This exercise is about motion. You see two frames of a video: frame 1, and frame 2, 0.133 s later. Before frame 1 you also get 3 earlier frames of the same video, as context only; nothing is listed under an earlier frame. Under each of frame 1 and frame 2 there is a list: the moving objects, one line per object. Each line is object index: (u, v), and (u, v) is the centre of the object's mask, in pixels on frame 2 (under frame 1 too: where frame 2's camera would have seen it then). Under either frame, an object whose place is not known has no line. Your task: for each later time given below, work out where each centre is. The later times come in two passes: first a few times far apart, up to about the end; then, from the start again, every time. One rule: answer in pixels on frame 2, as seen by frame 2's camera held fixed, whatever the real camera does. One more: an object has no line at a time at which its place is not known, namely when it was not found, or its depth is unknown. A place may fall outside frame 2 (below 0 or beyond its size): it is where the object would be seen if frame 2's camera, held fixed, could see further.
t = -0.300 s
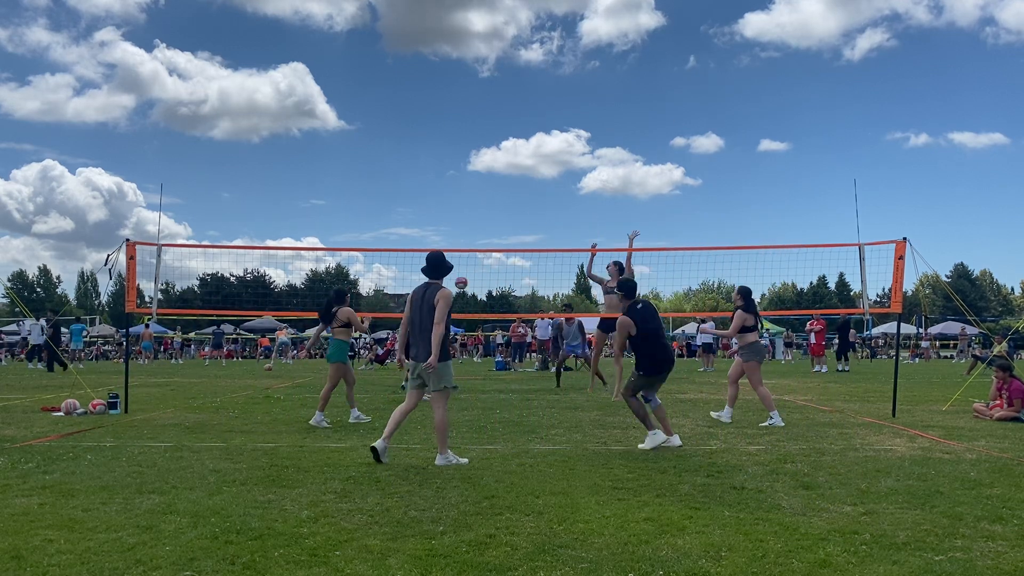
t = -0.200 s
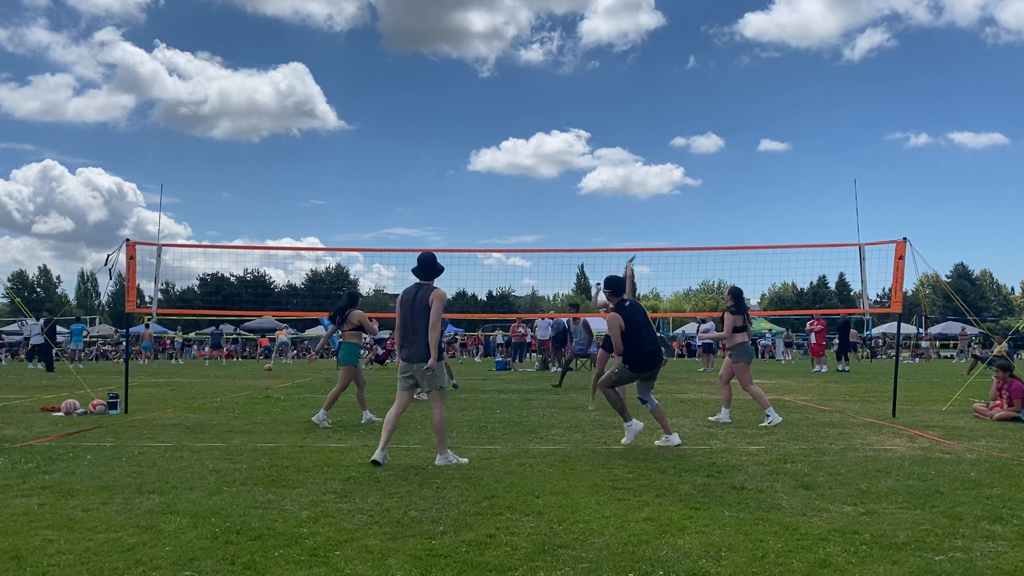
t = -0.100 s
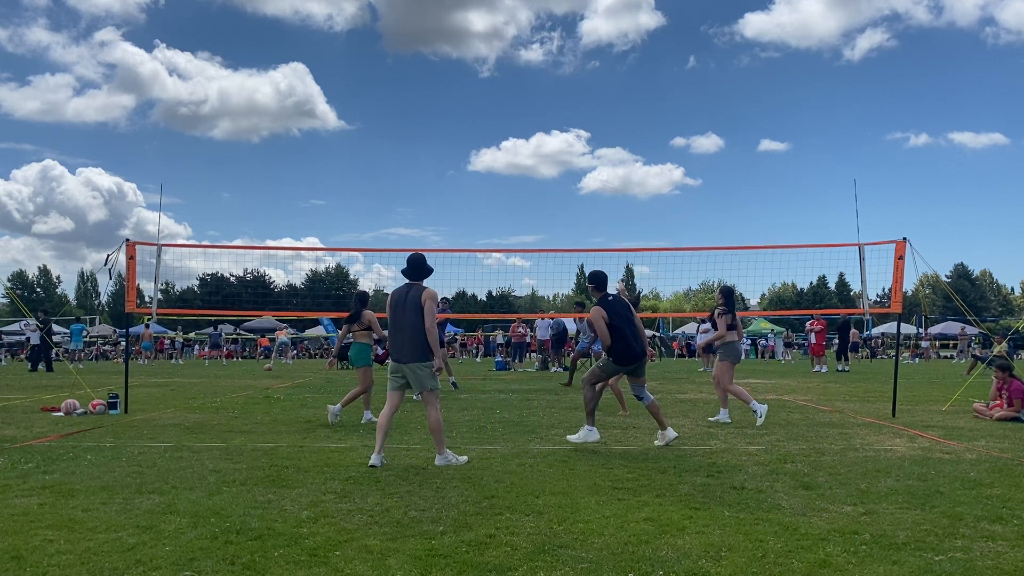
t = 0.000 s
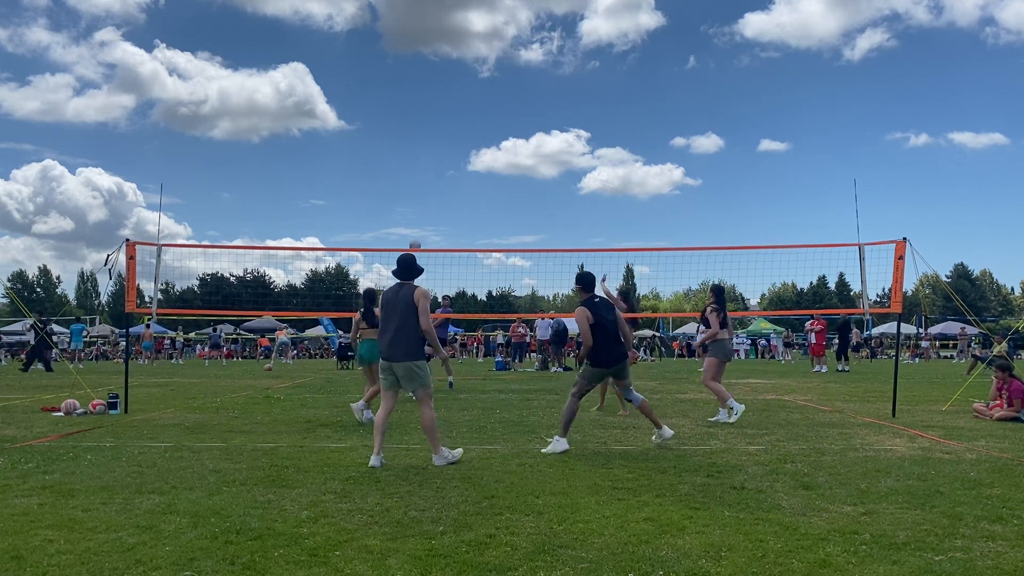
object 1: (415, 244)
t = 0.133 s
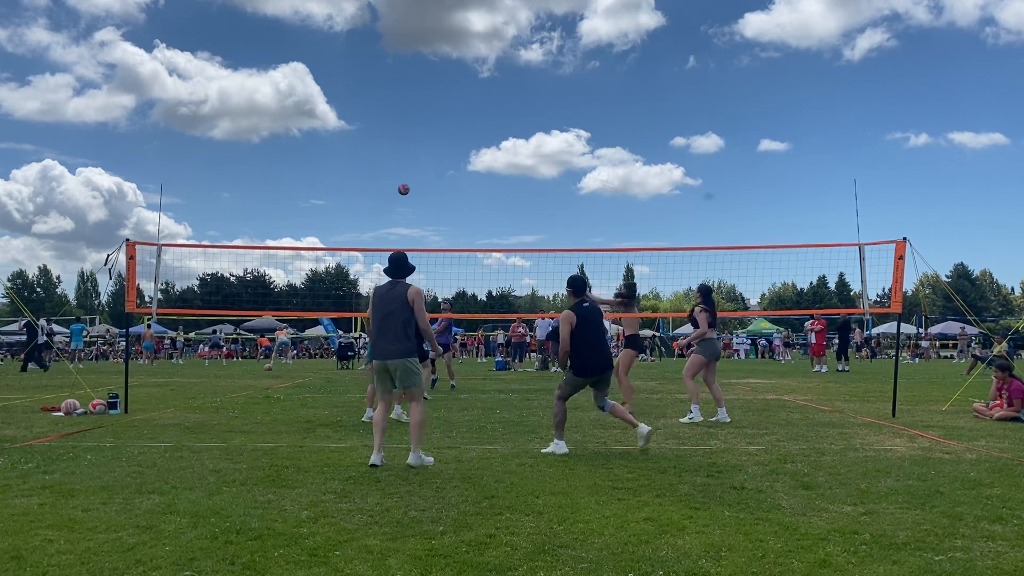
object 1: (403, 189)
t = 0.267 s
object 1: (391, 142)
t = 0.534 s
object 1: (362, 71)
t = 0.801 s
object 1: (330, 38)
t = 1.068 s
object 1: (294, 46)
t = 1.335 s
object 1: (255, 98)
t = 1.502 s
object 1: (228, 155)
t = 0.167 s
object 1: (400, 176)
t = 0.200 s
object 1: (397, 164)
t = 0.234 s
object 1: (394, 152)
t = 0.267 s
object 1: (391, 142)
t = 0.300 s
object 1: (387, 130)
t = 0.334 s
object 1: (384, 120)
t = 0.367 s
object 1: (380, 110)
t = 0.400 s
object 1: (376, 101)
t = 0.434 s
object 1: (373, 93)
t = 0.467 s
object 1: (370, 85)
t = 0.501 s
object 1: (366, 78)
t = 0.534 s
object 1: (362, 71)
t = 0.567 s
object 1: (358, 65)
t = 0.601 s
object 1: (354, 59)
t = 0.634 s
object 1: (350, 54)
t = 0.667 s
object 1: (346, 50)
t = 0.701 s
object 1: (342, 46)
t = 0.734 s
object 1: (338, 42)
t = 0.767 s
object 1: (334, 40)
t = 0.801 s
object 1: (330, 38)
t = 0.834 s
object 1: (325, 37)
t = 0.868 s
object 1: (321, 36)
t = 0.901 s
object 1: (317, 36)
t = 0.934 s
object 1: (312, 37)
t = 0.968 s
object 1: (308, 38)
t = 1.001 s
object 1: (303, 40)
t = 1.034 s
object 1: (299, 43)
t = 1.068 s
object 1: (294, 46)
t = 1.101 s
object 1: (289, 50)
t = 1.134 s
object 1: (285, 56)
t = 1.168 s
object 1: (280, 61)
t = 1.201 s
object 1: (275, 67)
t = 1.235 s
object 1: (270, 73)
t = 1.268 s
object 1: (265, 81)
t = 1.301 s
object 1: (260, 89)
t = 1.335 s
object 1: (255, 98)
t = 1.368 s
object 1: (250, 108)
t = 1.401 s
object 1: (244, 118)
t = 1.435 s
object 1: (239, 130)
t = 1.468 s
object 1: (233, 142)
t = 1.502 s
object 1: (228, 155)
